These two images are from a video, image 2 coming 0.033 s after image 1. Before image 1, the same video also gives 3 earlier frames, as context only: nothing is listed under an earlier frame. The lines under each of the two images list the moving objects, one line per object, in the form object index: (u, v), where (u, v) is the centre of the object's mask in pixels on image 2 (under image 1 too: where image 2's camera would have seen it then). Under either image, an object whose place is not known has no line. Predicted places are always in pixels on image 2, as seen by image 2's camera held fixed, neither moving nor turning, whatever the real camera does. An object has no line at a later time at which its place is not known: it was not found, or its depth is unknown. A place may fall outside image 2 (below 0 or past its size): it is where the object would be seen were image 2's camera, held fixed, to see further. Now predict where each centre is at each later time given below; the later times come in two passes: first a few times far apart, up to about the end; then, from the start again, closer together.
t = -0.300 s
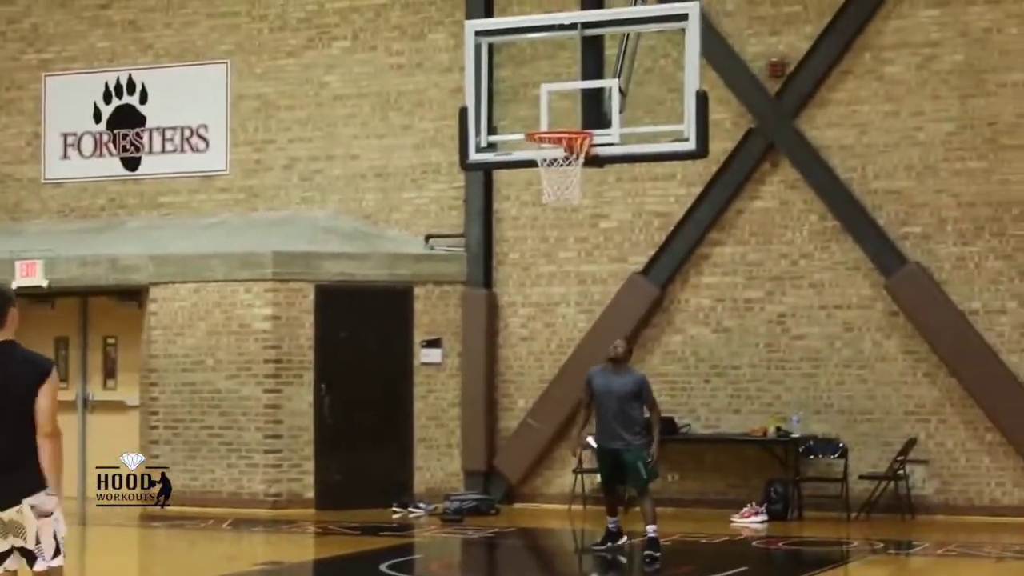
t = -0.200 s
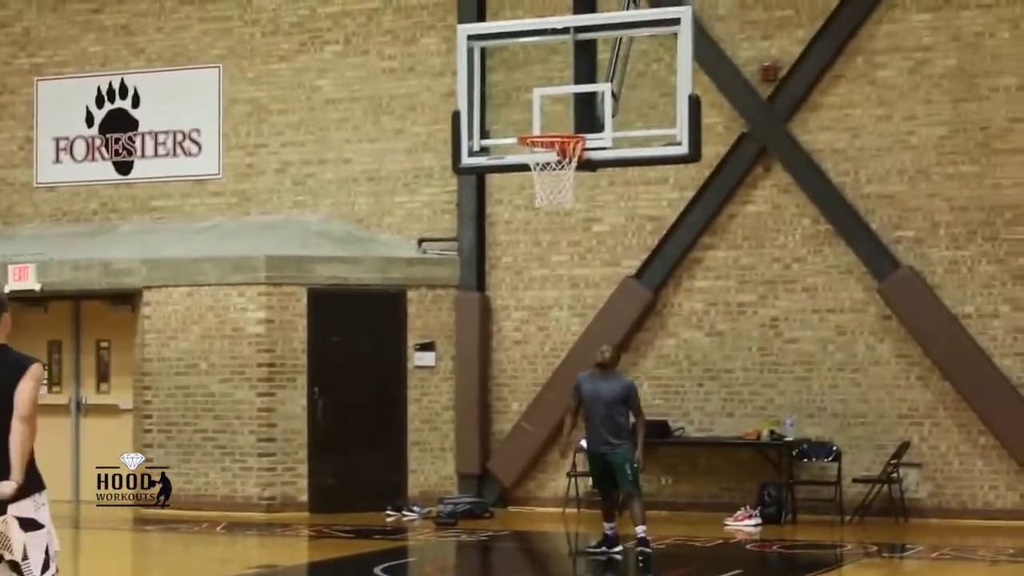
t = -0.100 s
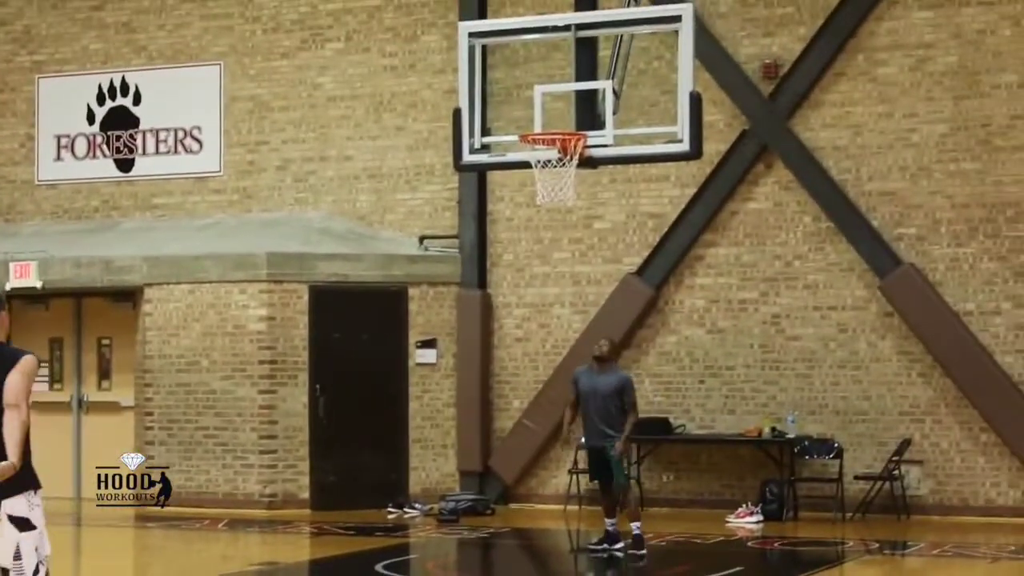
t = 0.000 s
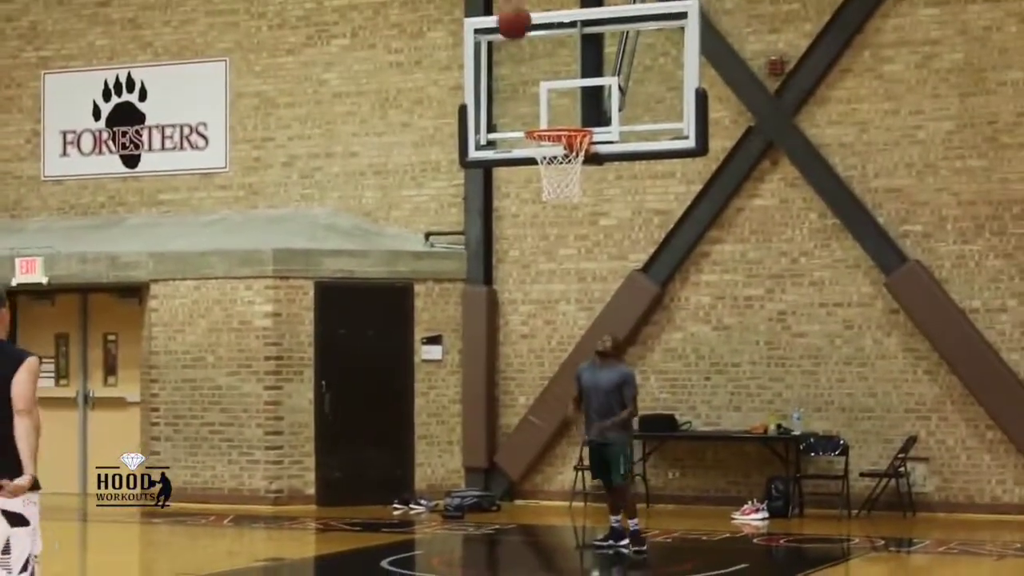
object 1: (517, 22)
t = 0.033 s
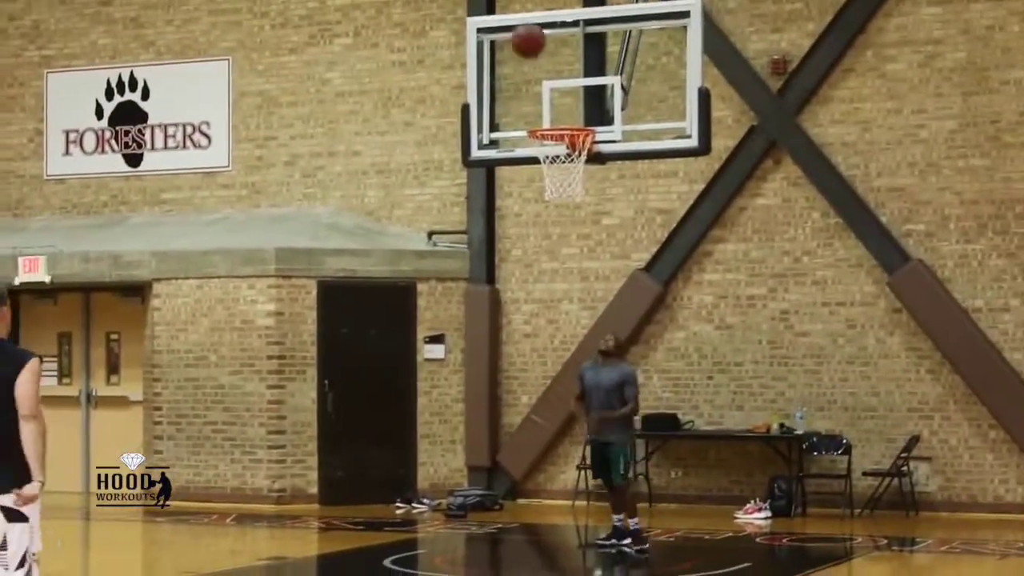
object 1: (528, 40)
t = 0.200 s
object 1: (569, 149)
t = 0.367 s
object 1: (530, 242)
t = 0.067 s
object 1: (539, 62)
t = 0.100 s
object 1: (549, 83)
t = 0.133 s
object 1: (561, 104)
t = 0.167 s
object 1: (571, 122)
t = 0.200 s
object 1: (569, 149)
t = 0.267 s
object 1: (558, 194)
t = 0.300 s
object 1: (547, 203)
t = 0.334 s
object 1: (538, 223)
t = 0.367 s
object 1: (530, 242)
